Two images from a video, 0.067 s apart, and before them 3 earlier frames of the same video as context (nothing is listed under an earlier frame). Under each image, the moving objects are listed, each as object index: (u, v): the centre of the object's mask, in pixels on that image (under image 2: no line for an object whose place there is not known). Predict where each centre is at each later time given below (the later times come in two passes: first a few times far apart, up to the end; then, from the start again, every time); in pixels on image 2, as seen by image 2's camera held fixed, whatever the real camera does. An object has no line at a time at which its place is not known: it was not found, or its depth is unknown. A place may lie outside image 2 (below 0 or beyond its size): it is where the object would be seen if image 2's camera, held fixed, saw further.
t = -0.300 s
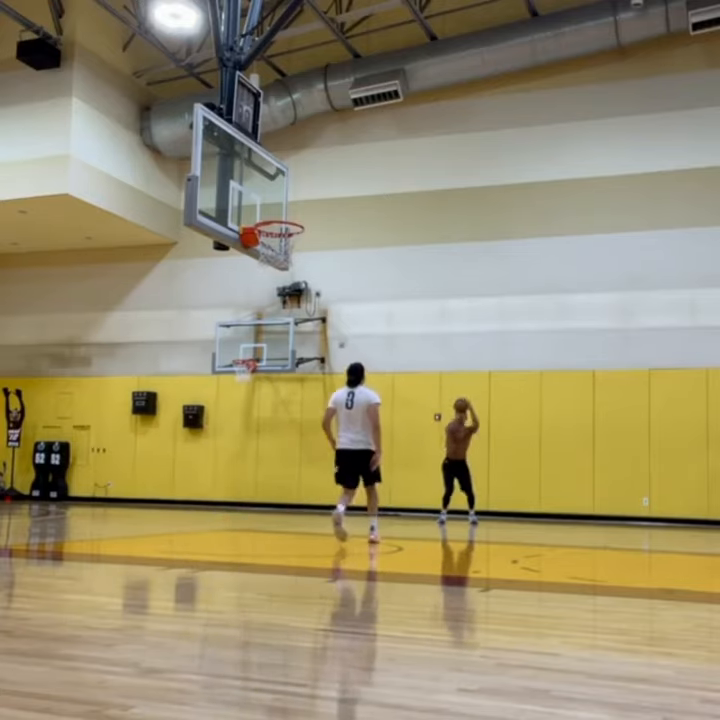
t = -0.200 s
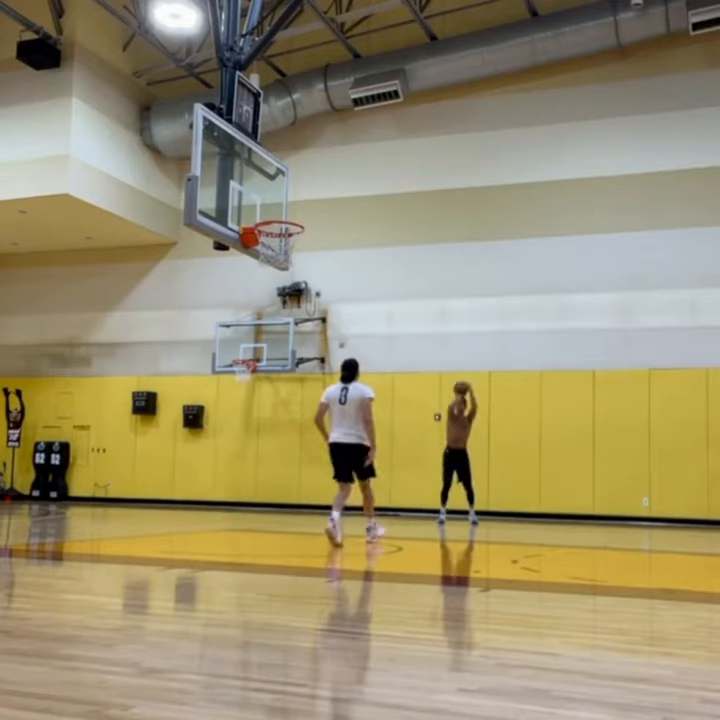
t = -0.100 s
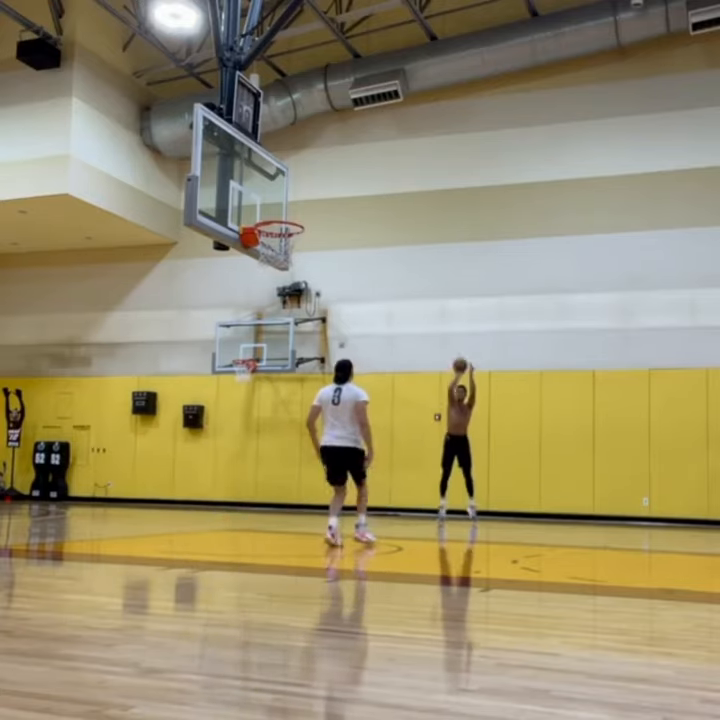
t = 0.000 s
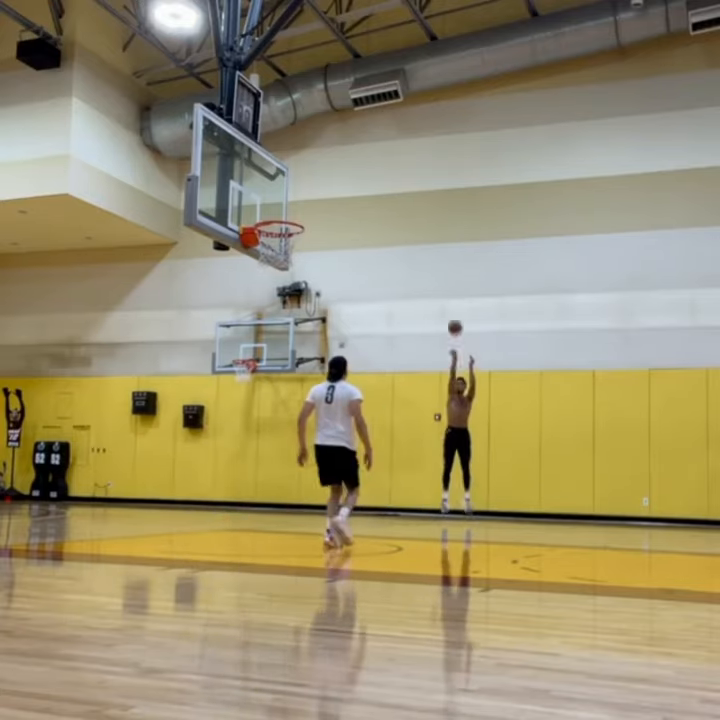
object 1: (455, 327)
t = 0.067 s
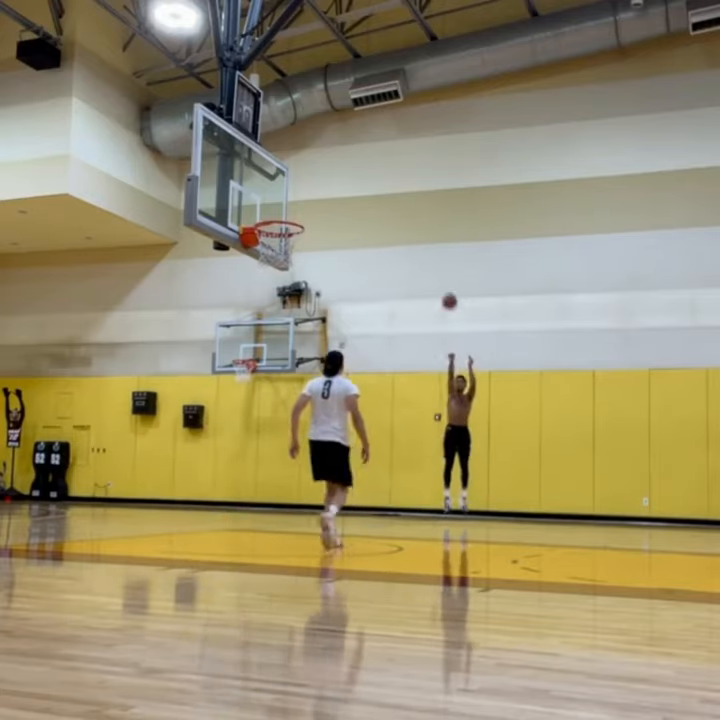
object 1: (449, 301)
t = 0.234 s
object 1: (435, 243)
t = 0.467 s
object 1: (410, 184)
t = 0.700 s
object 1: (380, 152)
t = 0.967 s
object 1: (336, 165)
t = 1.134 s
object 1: (301, 208)
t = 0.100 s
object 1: (446, 289)
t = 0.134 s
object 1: (443, 277)
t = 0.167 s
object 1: (440, 265)
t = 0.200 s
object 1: (438, 254)
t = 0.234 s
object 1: (435, 243)
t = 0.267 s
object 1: (431, 233)
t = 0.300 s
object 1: (428, 223)
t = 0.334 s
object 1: (425, 214)
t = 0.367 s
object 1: (421, 206)
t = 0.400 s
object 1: (418, 198)
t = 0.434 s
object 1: (414, 190)
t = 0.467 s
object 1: (410, 184)
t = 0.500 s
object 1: (406, 177)
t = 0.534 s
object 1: (402, 171)
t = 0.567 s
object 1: (398, 166)
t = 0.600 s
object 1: (394, 161)
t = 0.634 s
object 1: (389, 158)
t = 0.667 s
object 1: (385, 155)
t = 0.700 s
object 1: (380, 152)
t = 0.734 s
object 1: (375, 151)
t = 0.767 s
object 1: (370, 150)
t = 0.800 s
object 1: (365, 150)
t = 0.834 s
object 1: (360, 152)
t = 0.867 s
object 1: (354, 154)
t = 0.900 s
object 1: (348, 156)
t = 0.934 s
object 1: (342, 160)
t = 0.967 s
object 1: (336, 165)
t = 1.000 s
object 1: (329, 171)
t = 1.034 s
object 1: (323, 179)
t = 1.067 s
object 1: (315, 187)
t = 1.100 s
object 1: (308, 197)
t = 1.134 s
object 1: (301, 208)
